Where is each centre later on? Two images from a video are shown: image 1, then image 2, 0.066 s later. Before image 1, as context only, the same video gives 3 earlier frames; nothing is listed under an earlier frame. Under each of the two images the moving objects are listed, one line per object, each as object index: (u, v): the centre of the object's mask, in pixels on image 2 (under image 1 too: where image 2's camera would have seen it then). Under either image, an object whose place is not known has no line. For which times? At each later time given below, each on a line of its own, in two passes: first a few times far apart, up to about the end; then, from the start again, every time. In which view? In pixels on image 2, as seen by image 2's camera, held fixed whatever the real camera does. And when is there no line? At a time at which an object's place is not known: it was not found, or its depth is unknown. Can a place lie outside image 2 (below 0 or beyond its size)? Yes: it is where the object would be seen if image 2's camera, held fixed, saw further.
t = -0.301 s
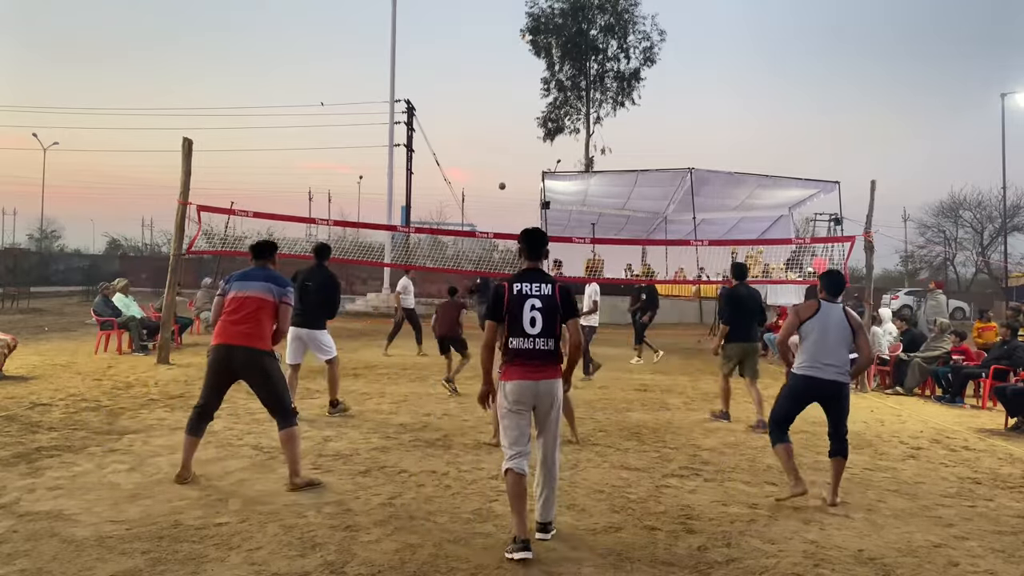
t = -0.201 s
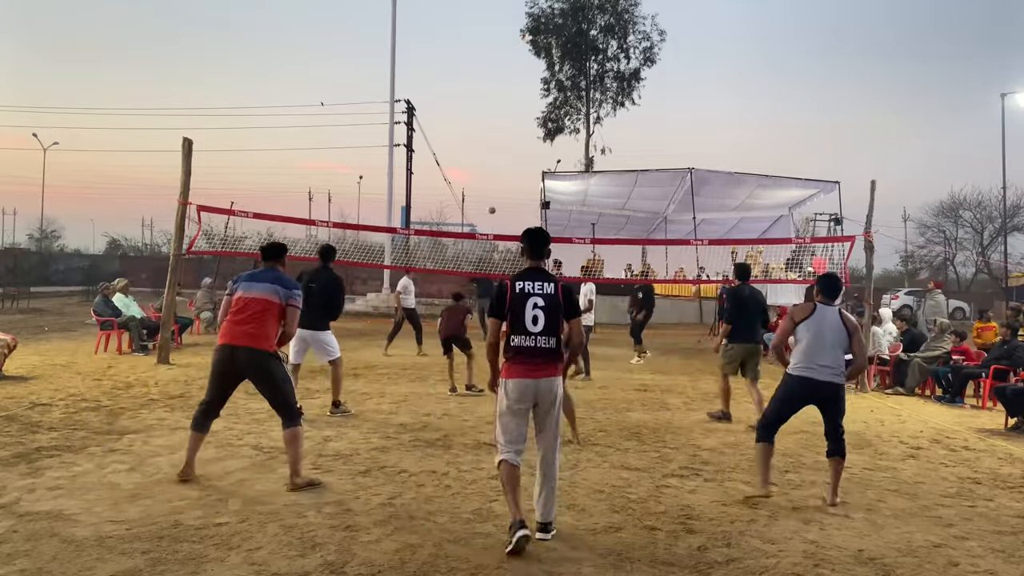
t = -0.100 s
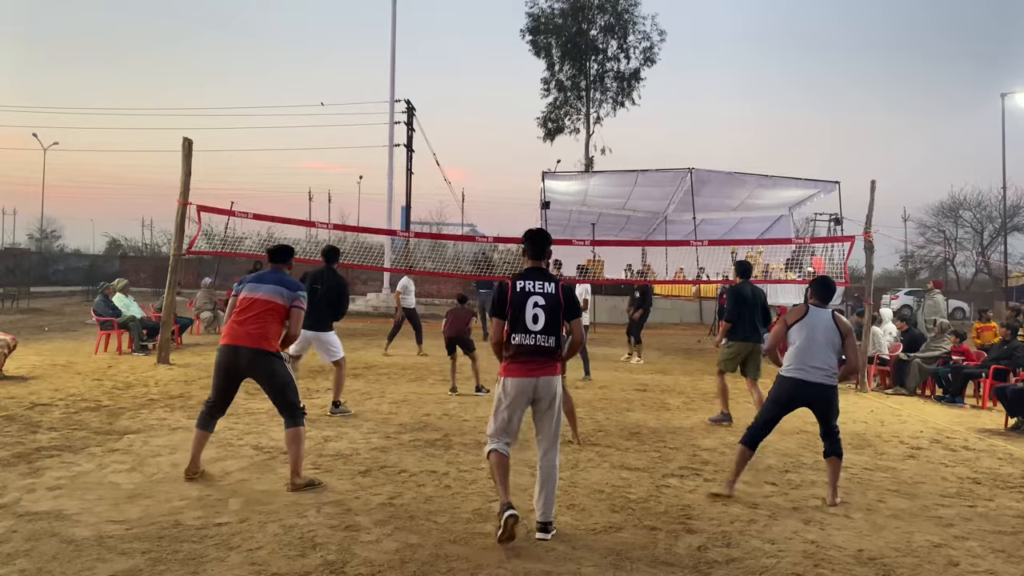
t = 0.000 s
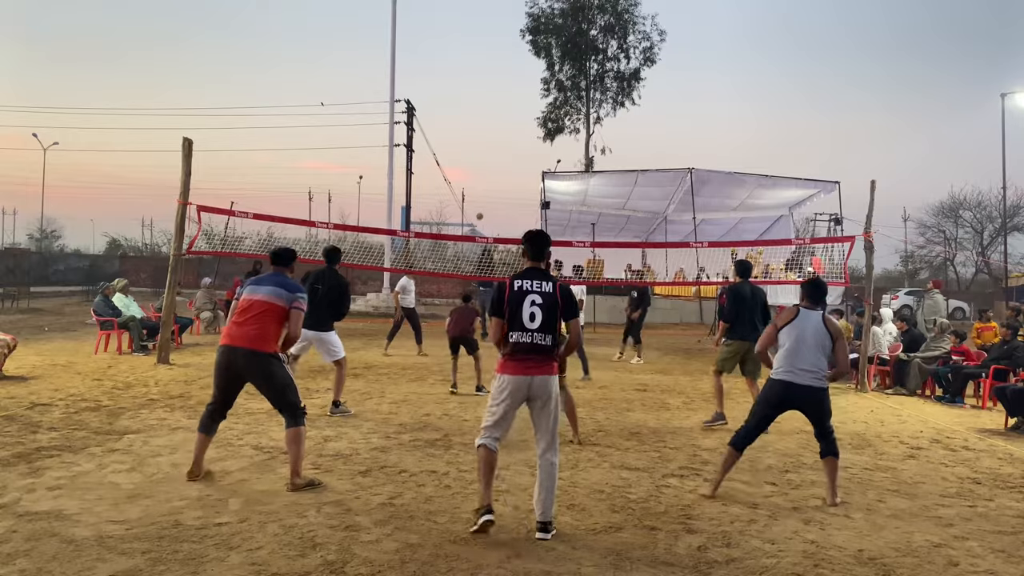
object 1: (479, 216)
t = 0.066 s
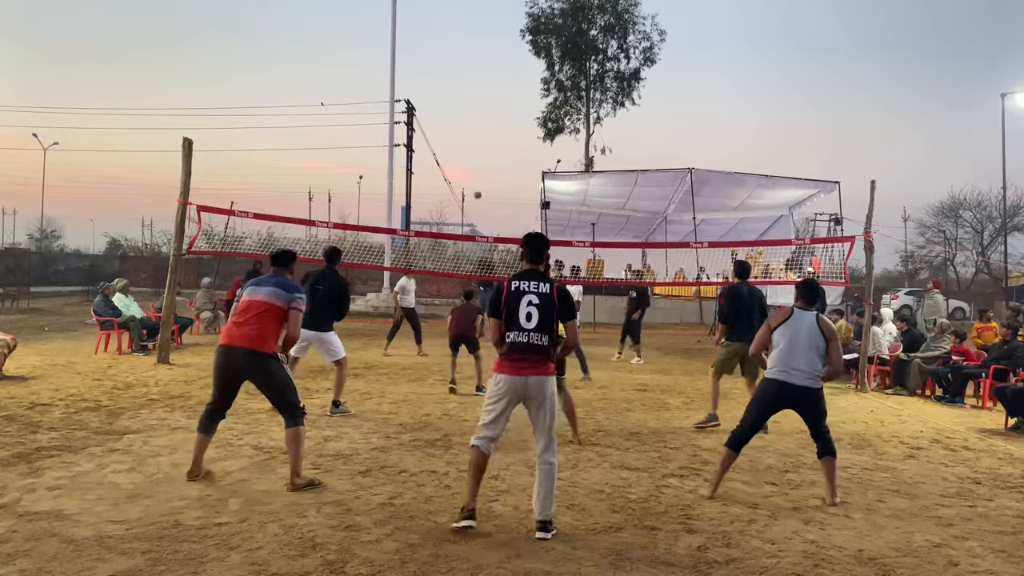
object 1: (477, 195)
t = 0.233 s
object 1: (470, 144)
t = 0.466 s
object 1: (452, 82)
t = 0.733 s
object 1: (415, 35)
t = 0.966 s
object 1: (359, 30)
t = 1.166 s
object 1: (276, 80)
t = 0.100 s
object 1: (476, 184)
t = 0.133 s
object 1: (475, 174)
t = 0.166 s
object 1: (474, 164)
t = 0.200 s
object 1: (472, 154)
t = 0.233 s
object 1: (470, 144)
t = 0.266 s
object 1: (468, 135)
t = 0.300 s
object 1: (466, 125)
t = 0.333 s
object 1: (464, 116)
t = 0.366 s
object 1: (461, 107)
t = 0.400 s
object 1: (458, 99)
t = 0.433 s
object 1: (455, 90)
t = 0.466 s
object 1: (452, 82)
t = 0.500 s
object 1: (449, 75)
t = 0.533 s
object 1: (445, 68)
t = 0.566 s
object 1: (441, 61)
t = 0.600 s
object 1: (436, 55)
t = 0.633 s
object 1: (432, 49)
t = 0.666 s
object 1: (427, 44)
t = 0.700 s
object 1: (421, 39)
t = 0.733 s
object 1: (415, 35)
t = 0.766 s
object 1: (409, 32)
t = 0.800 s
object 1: (402, 29)
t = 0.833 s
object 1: (395, 27)
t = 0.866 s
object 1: (386, 27)
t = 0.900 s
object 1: (378, 27)
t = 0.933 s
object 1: (369, 28)
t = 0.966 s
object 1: (359, 30)
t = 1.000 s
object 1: (348, 34)
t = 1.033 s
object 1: (336, 39)
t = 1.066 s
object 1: (322, 46)
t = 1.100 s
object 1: (308, 55)
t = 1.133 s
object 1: (293, 66)
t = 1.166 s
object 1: (276, 80)
